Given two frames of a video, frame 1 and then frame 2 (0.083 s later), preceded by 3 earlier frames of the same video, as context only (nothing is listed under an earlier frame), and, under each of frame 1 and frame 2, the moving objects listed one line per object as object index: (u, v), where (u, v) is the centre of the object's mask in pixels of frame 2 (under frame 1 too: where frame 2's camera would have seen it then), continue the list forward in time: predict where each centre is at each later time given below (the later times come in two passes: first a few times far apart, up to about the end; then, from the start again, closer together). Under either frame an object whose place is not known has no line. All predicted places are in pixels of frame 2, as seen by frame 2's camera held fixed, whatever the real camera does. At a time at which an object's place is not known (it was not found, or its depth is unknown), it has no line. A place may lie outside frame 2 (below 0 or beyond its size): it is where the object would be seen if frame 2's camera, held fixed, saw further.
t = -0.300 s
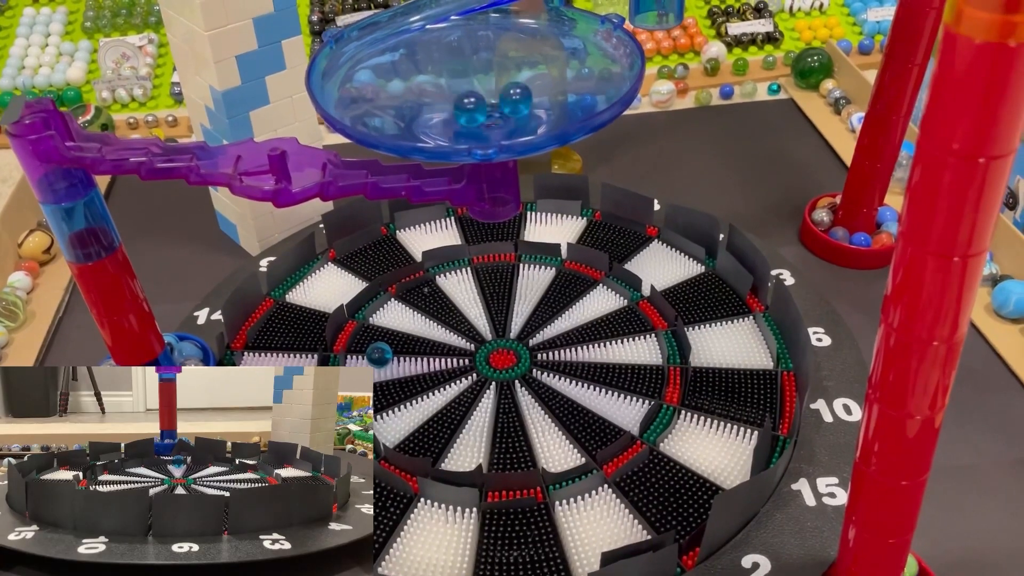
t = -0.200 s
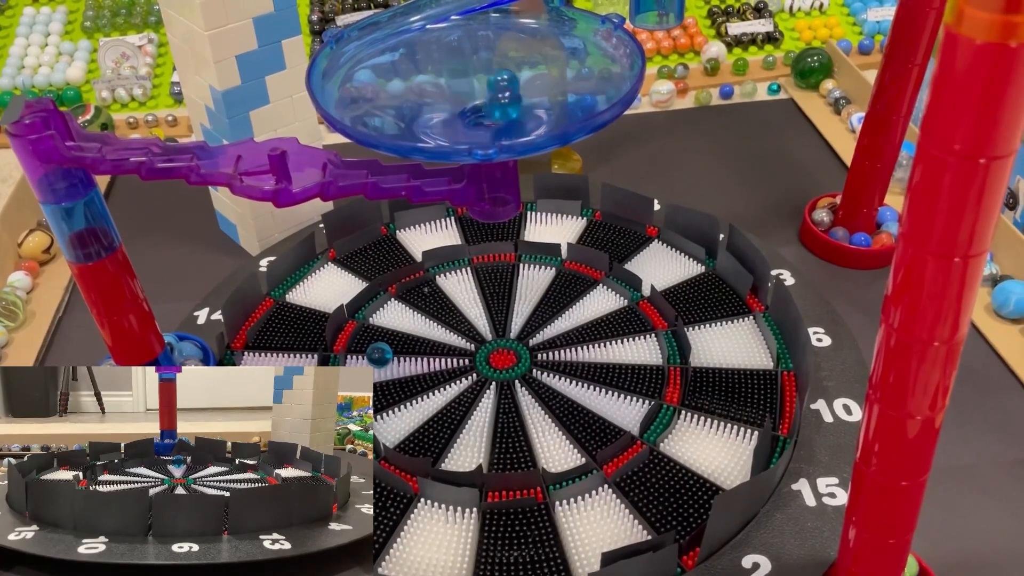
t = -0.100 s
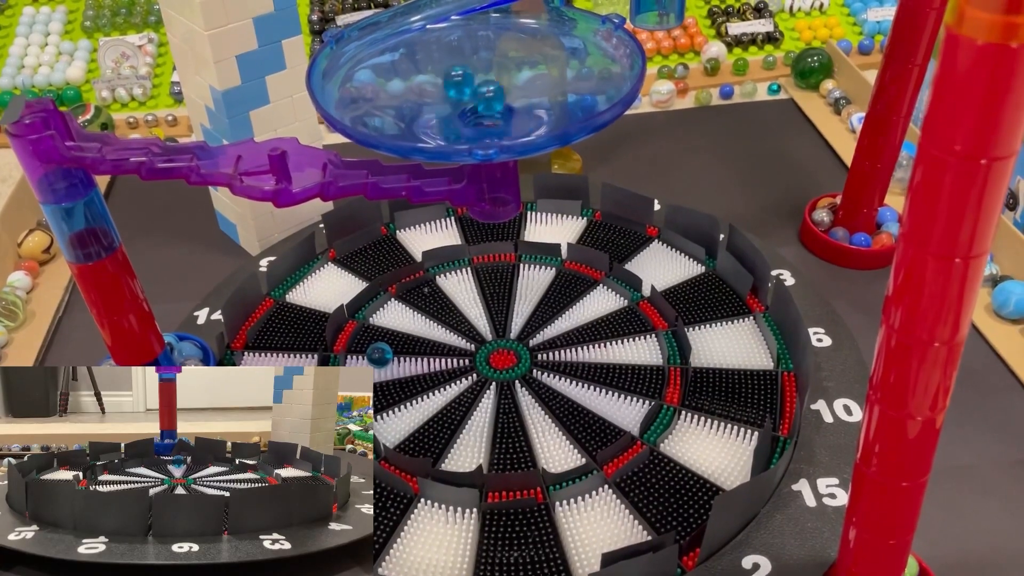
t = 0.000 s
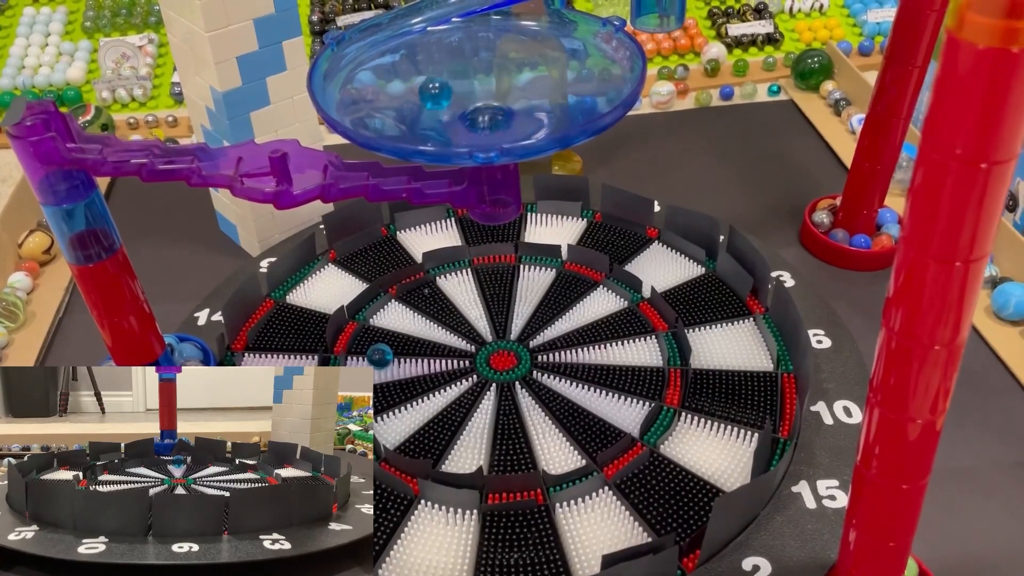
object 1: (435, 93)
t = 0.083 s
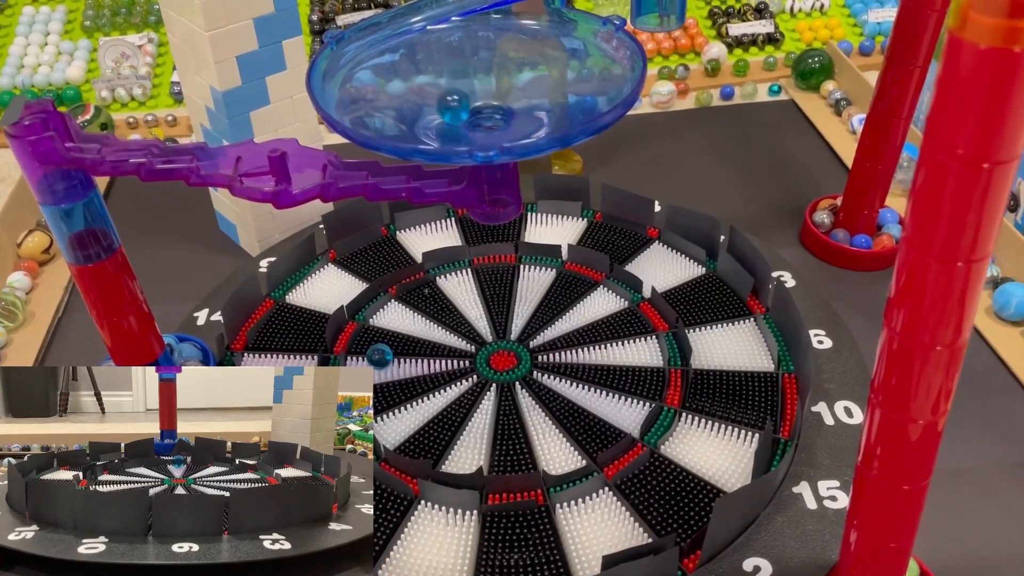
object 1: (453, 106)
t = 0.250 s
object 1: (521, 85)
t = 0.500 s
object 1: (462, 103)
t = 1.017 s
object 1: (458, 102)
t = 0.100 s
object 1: (461, 109)
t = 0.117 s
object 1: (470, 111)
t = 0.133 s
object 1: (479, 112)
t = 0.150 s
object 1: (490, 111)
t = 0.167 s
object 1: (499, 108)
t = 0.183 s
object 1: (508, 105)
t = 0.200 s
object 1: (514, 100)
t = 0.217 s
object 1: (518, 94)
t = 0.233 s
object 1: (519, 89)
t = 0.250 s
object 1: (521, 85)
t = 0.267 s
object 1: (520, 81)
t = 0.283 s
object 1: (519, 77)
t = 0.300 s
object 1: (516, 75)
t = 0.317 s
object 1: (512, 73)
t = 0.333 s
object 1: (508, 72)
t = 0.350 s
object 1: (503, 72)
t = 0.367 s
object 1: (497, 73)
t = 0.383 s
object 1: (491, 76)
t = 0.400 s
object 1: (485, 78)
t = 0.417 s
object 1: (478, 82)
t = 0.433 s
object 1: (473, 88)
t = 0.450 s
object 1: (468, 91)
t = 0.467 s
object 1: (464, 96)
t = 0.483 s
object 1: (462, 100)
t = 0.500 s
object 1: (462, 103)
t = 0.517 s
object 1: (463, 106)
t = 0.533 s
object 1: (466, 109)
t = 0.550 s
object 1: (470, 111)
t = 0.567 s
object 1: (475, 111)
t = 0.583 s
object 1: (480, 112)
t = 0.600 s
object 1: (487, 112)
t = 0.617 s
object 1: (492, 112)
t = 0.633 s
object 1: (497, 111)
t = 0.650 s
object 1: (502, 109)
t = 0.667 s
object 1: (507, 108)
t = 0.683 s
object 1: (510, 106)
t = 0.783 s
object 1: (499, 88)
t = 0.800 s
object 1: (492, 85)
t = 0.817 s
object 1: (484, 84)
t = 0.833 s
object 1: (476, 81)
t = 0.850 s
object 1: (469, 81)
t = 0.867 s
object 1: (462, 81)
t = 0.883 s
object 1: (458, 82)
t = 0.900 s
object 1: (454, 82)
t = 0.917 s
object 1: (450, 84)
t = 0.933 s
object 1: (448, 86)
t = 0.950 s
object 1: (447, 88)
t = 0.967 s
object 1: (447, 91)
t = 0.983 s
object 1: (449, 95)
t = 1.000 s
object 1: (453, 98)
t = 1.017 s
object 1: (458, 102)
